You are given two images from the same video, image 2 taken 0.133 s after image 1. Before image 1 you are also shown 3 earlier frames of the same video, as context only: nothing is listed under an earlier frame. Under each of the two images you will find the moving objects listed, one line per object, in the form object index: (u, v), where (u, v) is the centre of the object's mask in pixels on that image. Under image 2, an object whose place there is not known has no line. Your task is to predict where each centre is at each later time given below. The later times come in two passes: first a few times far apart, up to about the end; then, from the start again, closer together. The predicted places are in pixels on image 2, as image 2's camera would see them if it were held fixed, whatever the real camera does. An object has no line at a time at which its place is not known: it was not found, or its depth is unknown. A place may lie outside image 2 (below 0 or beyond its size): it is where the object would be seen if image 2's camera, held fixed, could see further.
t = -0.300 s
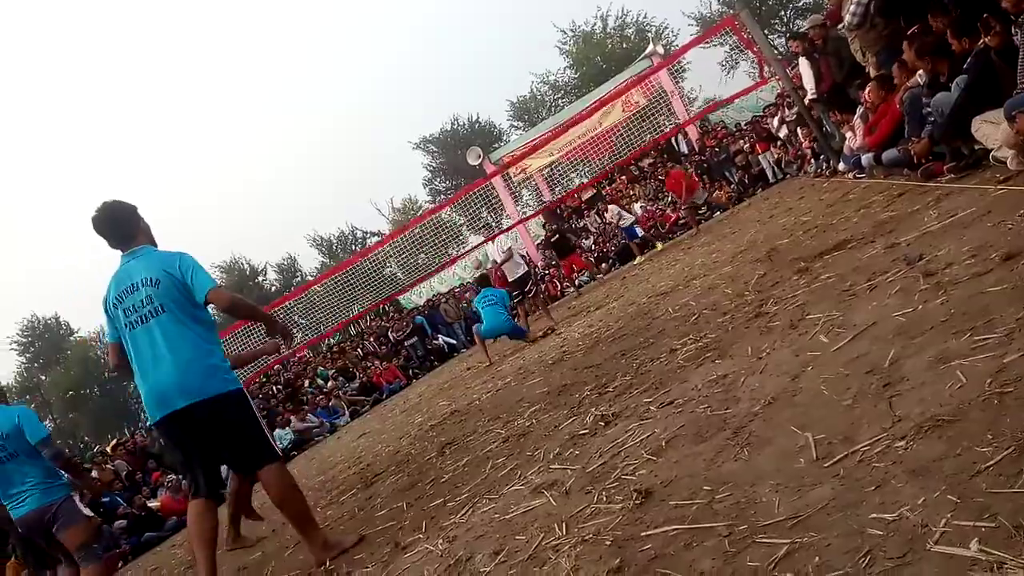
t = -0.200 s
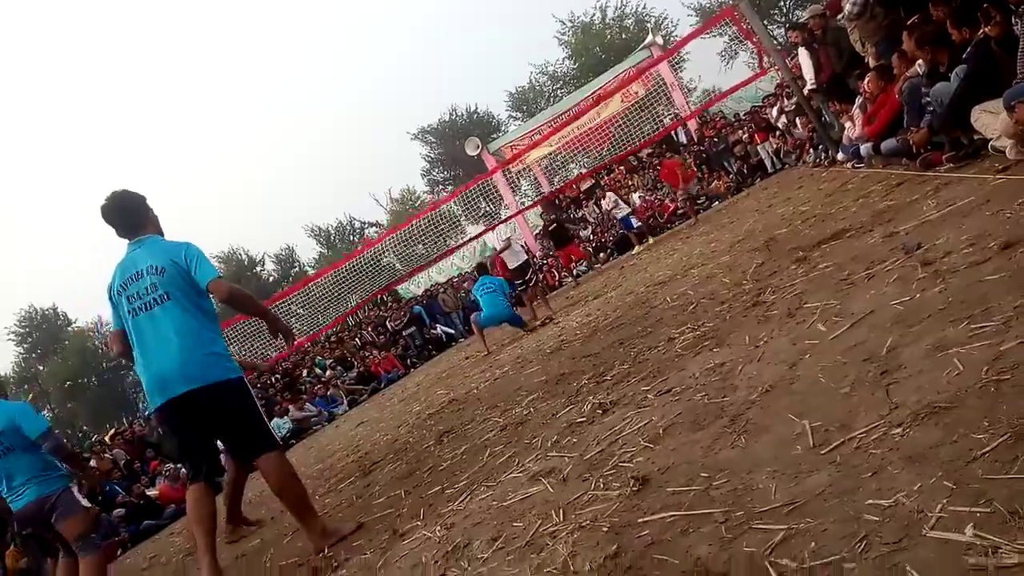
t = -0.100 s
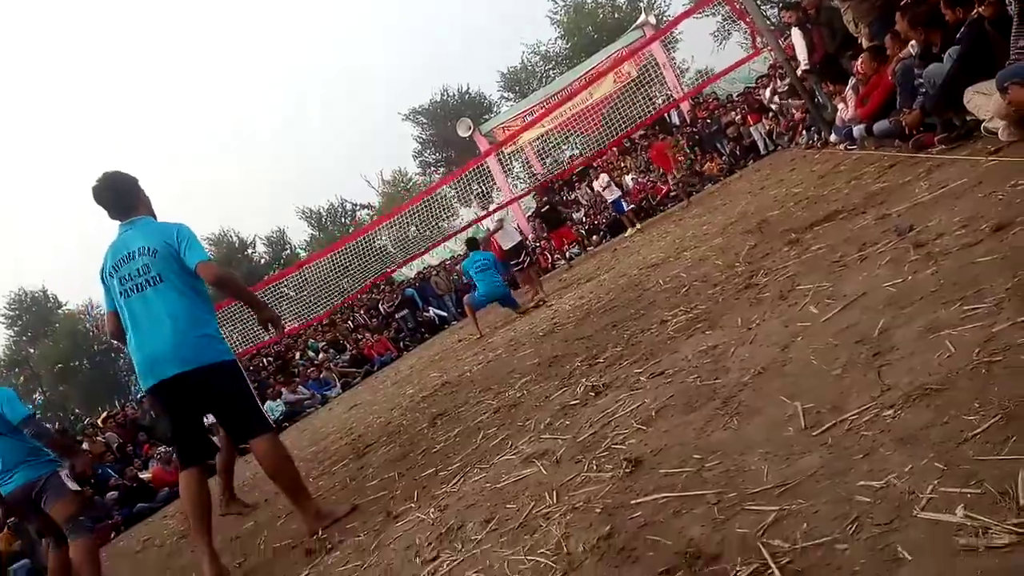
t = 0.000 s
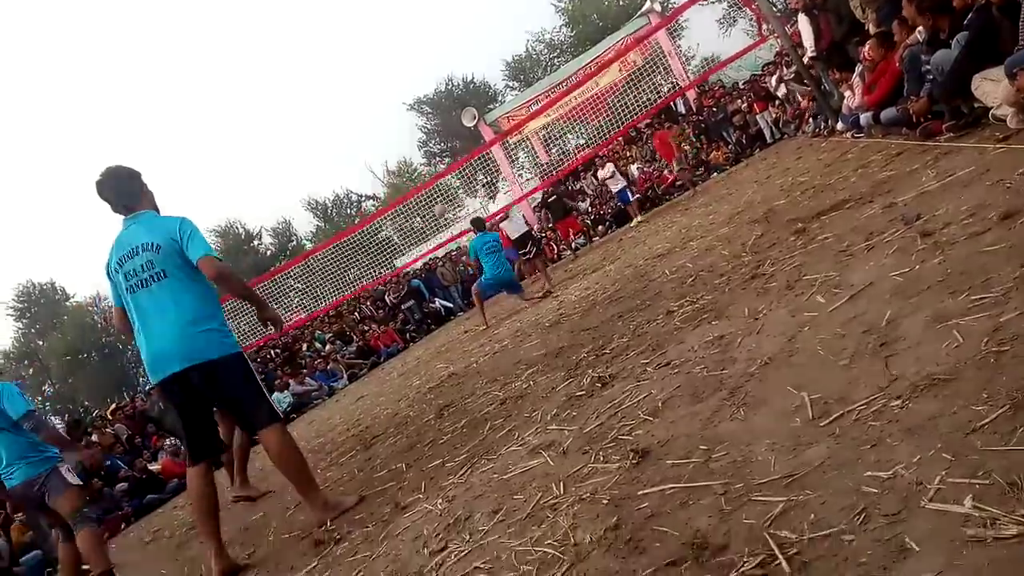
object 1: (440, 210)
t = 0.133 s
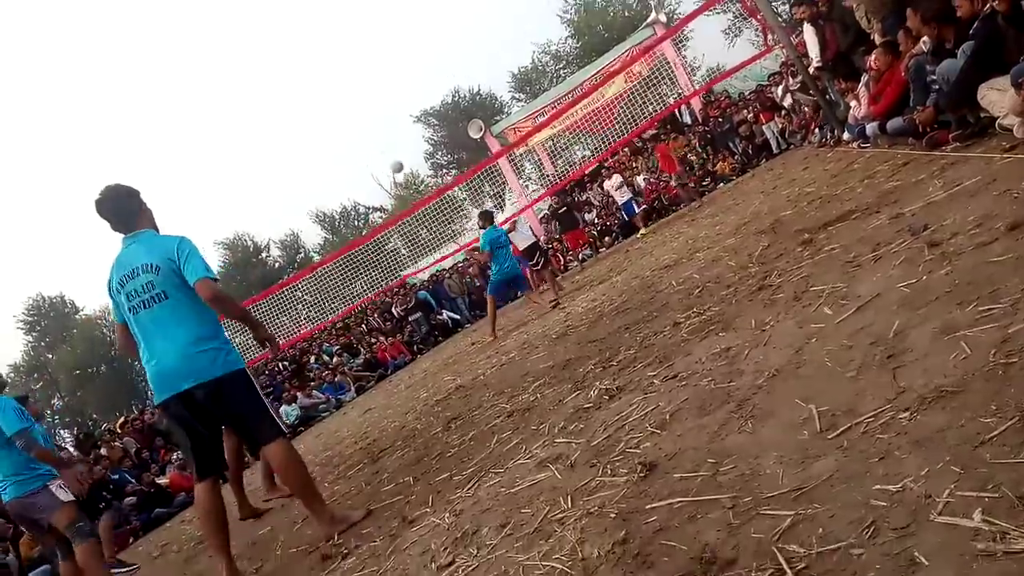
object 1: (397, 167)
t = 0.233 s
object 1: (361, 130)
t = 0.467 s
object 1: (282, 66)
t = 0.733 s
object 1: (208, 34)
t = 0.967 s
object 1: (165, 55)
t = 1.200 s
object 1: (142, 131)
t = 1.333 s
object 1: (143, 207)
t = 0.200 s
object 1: (372, 142)
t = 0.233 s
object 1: (361, 130)
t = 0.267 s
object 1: (348, 120)
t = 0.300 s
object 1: (337, 109)
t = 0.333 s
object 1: (326, 99)
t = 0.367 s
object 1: (315, 89)
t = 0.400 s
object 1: (304, 82)
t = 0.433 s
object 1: (292, 73)
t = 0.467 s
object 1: (282, 66)
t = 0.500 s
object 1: (271, 60)
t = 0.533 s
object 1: (262, 54)
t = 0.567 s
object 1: (252, 49)
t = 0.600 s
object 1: (243, 44)
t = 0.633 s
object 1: (233, 39)
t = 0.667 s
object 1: (224, 37)
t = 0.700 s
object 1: (216, 35)
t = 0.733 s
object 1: (208, 34)
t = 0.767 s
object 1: (200, 35)
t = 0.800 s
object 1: (193, 35)
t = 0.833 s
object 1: (188, 38)
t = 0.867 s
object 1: (181, 40)
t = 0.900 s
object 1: (175, 44)
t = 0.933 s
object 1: (170, 50)
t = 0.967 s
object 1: (165, 55)
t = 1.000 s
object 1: (161, 63)
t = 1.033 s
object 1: (154, 71)
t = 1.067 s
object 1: (151, 79)
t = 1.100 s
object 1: (146, 89)
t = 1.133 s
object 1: (144, 102)
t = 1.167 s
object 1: (143, 116)
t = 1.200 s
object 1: (142, 131)
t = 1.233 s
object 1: (141, 148)
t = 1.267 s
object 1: (141, 166)
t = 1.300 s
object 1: (141, 186)
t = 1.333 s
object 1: (143, 207)
